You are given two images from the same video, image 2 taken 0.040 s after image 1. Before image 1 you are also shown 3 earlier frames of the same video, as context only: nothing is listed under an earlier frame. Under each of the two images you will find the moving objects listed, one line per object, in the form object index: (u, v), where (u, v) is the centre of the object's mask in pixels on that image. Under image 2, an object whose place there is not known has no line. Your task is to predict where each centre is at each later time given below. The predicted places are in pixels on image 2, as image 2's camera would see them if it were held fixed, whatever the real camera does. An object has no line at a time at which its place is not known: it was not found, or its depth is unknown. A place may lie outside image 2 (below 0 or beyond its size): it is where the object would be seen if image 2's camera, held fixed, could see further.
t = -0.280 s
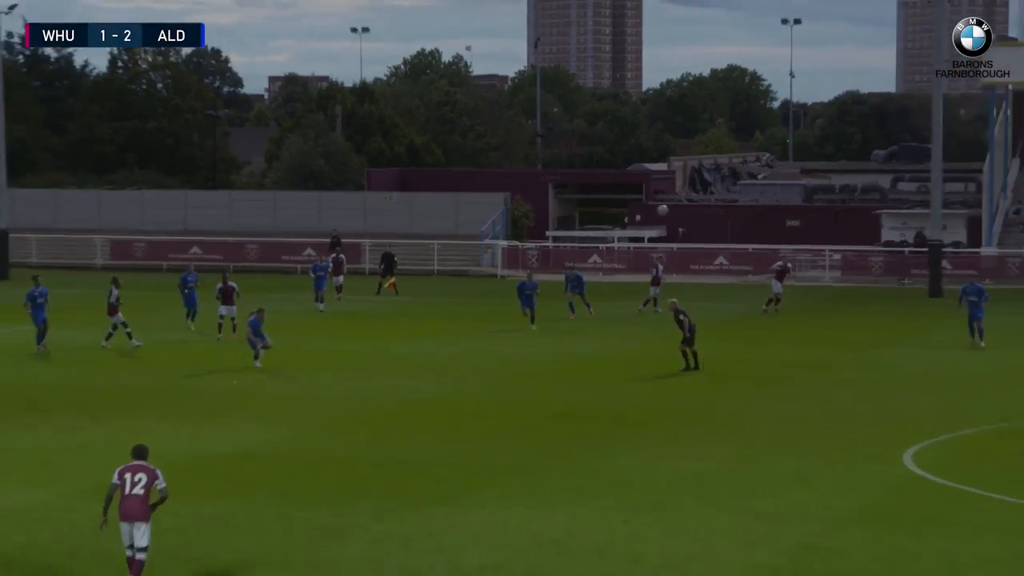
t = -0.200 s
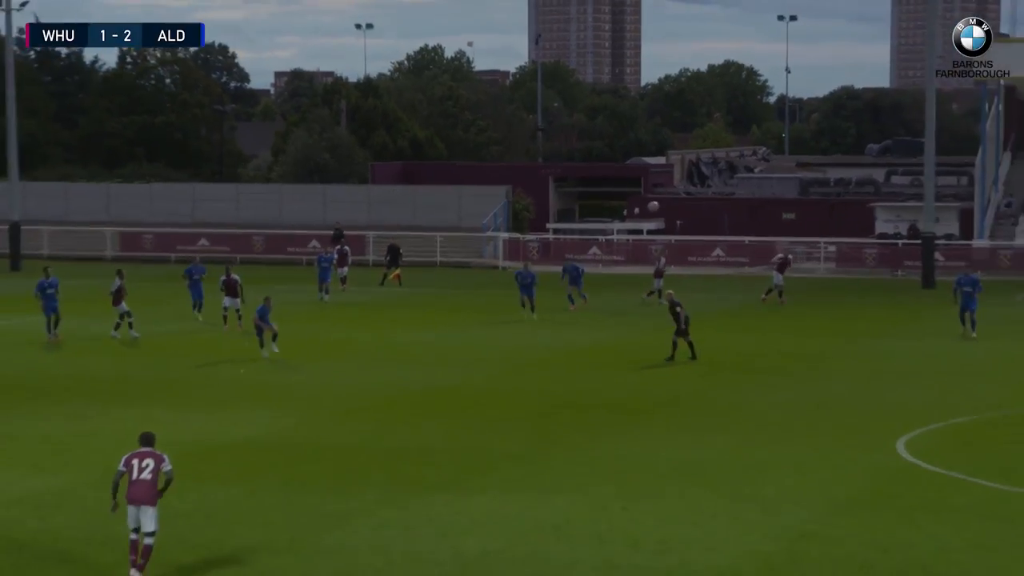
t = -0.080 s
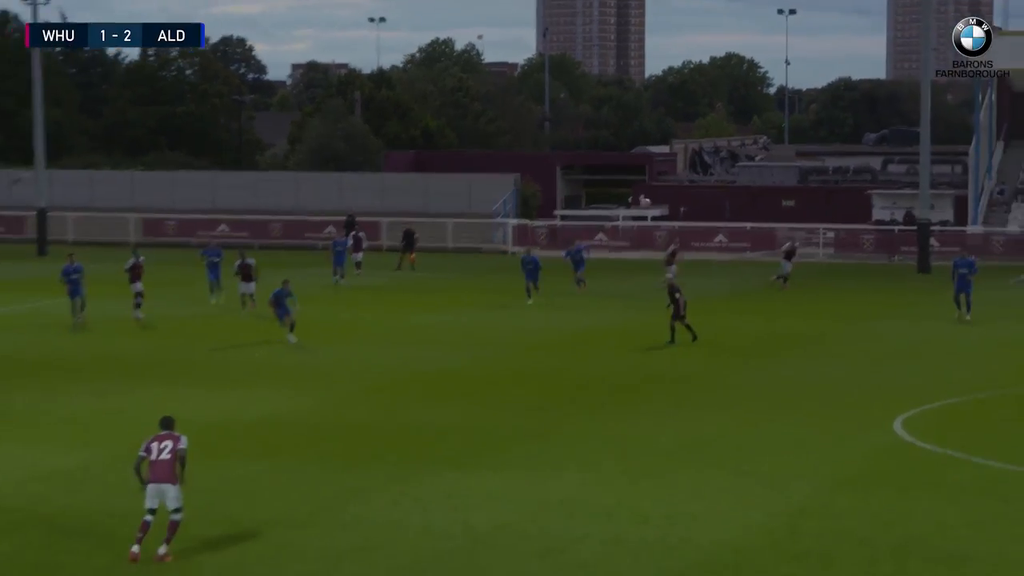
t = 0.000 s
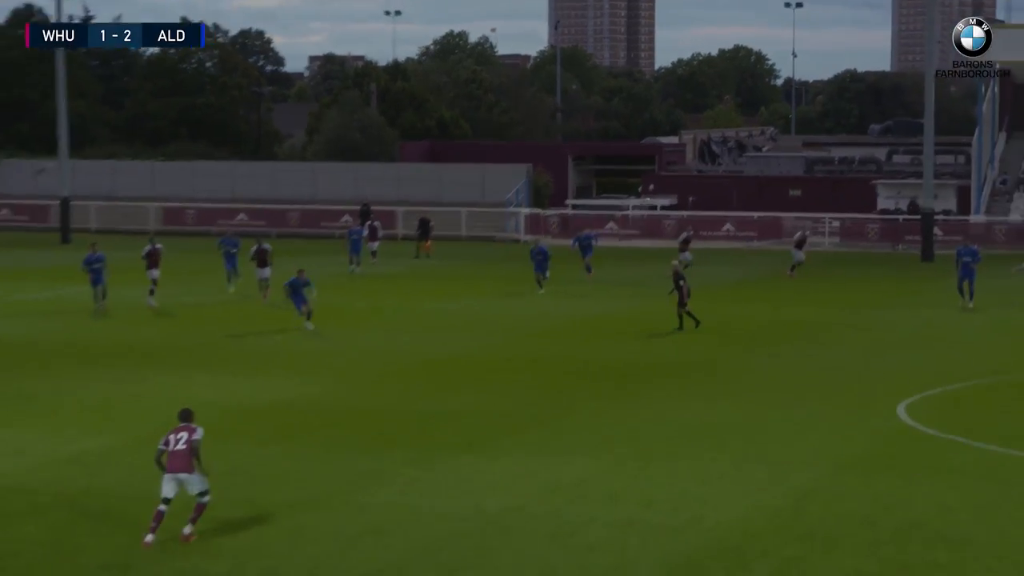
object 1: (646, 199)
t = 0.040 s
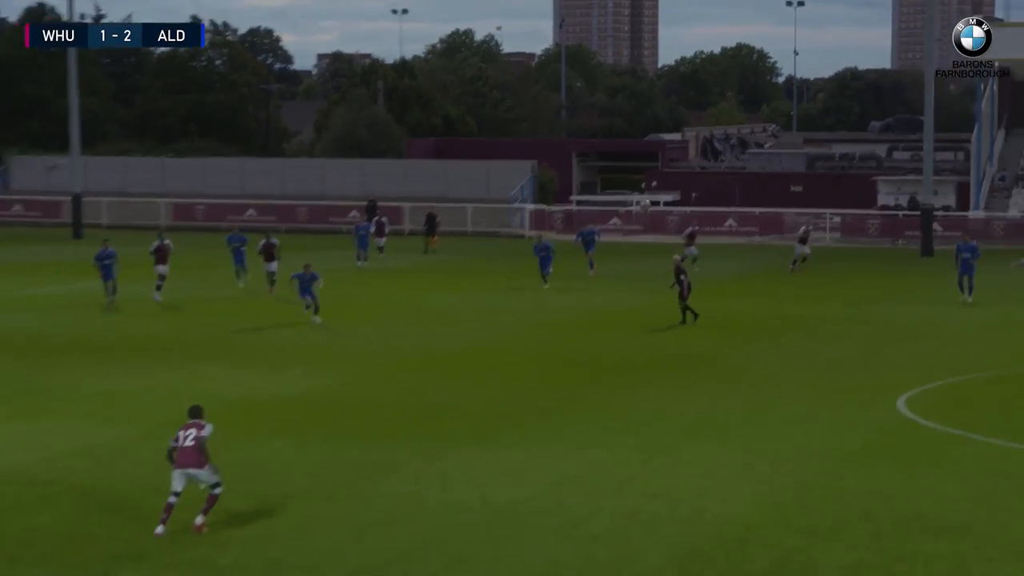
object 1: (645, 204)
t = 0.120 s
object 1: (637, 213)
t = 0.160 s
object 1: (634, 220)
